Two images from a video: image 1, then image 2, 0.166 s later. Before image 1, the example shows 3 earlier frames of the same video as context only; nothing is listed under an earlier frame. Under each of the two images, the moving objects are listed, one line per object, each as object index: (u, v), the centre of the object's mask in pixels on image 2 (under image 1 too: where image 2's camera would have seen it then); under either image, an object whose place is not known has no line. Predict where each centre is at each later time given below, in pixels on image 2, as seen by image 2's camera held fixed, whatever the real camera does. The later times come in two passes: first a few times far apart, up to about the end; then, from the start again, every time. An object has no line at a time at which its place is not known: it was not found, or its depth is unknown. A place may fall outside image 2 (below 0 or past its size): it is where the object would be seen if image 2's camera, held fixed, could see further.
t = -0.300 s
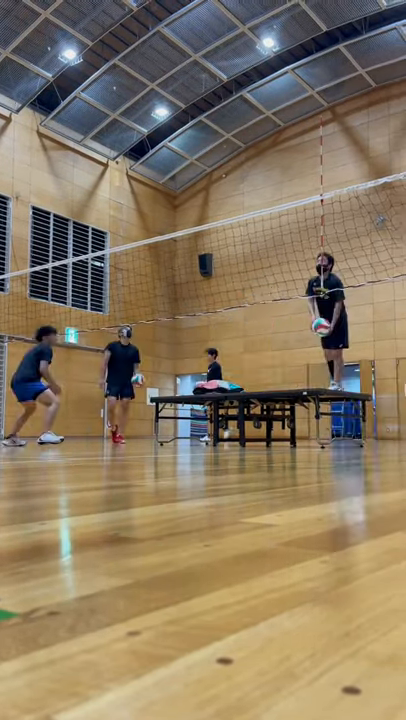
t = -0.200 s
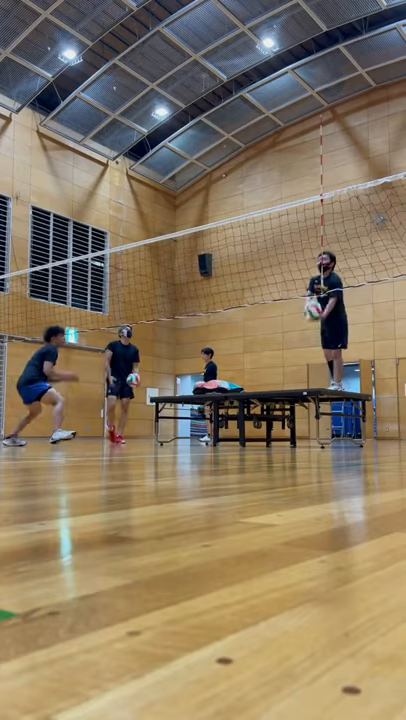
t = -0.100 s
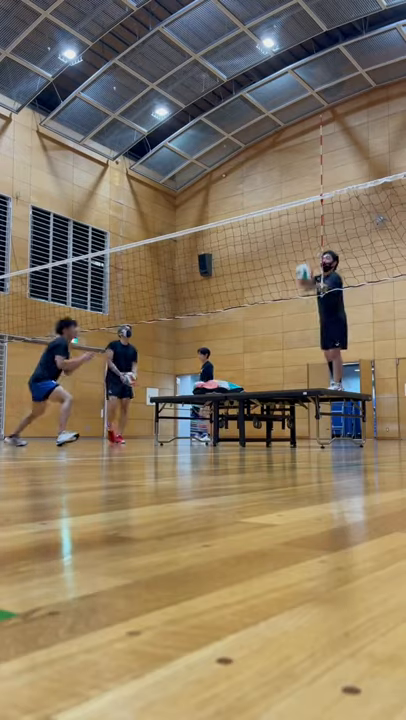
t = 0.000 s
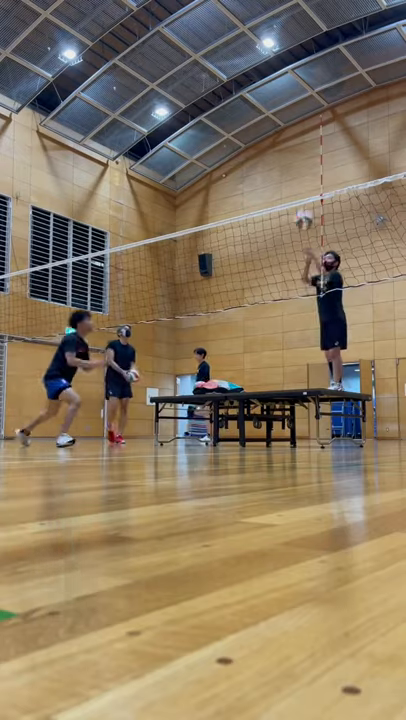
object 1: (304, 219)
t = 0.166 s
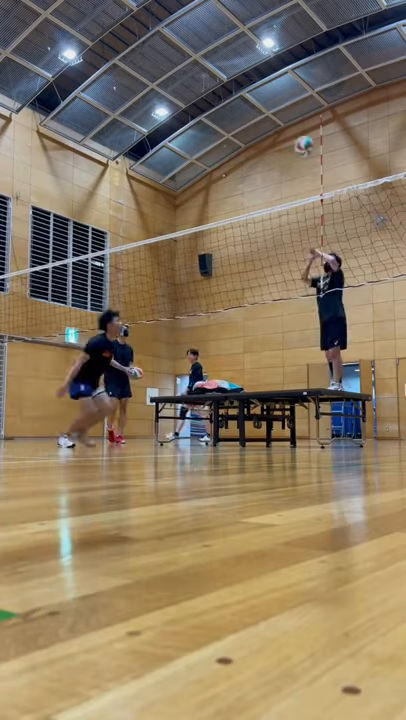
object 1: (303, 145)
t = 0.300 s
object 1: (304, 105)
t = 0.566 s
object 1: (305, 70)
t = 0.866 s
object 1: (307, 98)
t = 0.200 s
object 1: (304, 134)
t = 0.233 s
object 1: (304, 123)
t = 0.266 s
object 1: (304, 115)
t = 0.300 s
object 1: (304, 105)
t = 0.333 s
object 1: (304, 97)
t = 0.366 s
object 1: (304, 91)
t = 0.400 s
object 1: (305, 85)
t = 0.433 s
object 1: (305, 79)
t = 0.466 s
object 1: (305, 76)
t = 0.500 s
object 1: (305, 72)
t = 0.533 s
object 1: (305, 71)
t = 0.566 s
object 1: (305, 70)
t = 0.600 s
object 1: (305, 70)
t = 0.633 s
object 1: (305, 70)
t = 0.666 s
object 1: (305, 71)
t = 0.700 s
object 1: (306, 72)
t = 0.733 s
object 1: (306, 76)
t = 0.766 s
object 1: (307, 79)
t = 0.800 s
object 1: (307, 85)
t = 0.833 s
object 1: (307, 90)
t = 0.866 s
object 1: (307, 98)
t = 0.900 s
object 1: (307, 104)
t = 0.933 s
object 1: (308, 113)
